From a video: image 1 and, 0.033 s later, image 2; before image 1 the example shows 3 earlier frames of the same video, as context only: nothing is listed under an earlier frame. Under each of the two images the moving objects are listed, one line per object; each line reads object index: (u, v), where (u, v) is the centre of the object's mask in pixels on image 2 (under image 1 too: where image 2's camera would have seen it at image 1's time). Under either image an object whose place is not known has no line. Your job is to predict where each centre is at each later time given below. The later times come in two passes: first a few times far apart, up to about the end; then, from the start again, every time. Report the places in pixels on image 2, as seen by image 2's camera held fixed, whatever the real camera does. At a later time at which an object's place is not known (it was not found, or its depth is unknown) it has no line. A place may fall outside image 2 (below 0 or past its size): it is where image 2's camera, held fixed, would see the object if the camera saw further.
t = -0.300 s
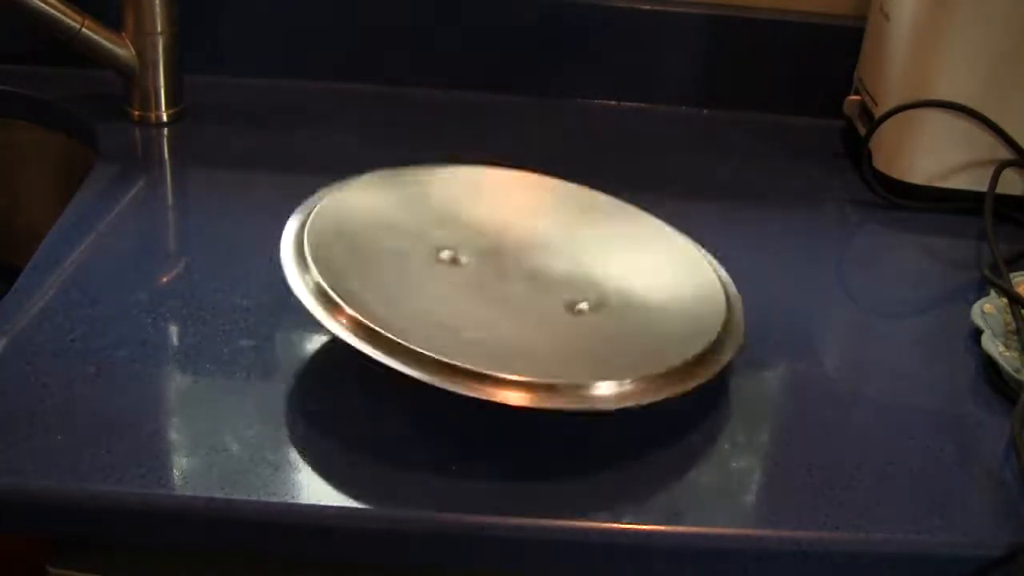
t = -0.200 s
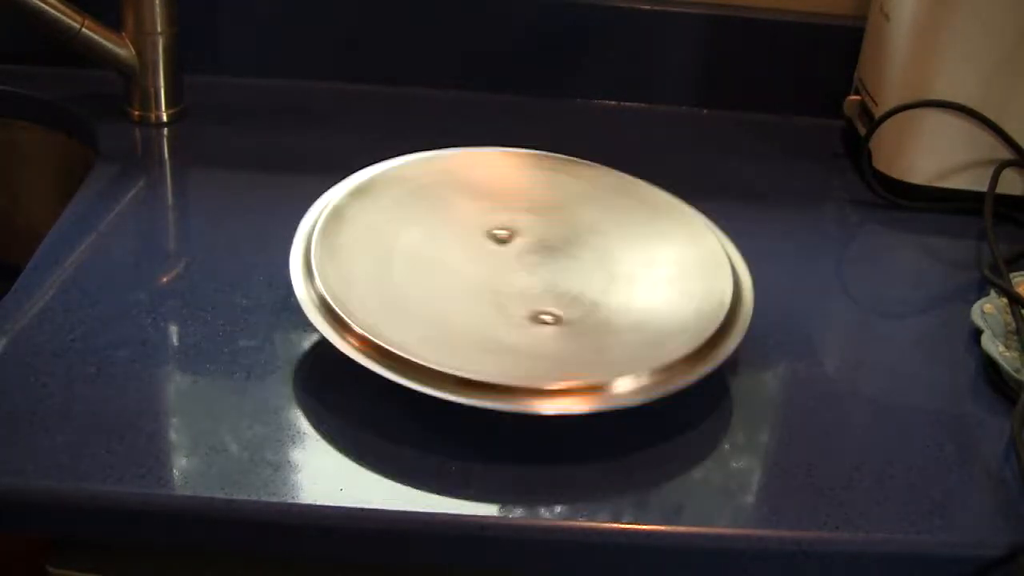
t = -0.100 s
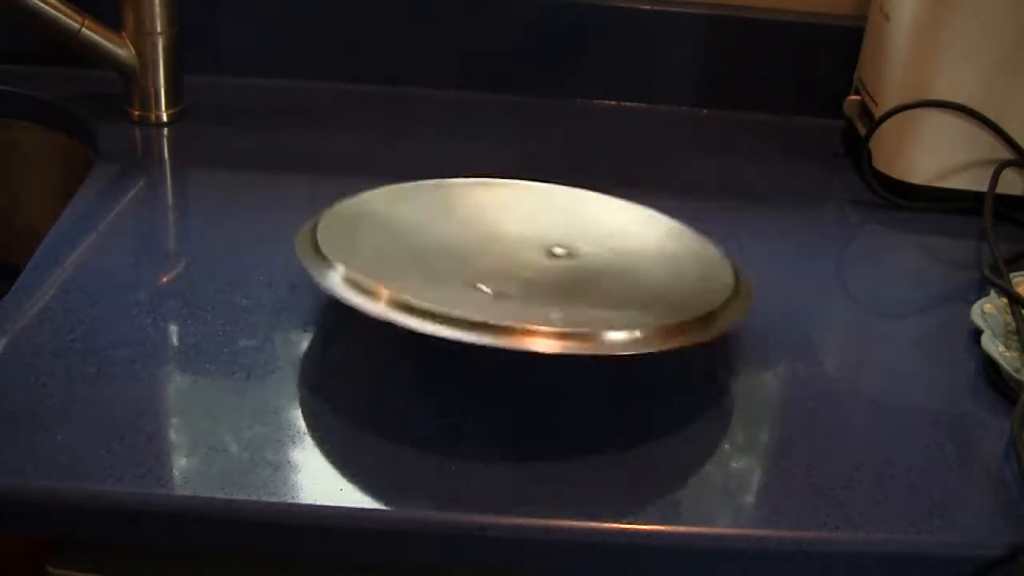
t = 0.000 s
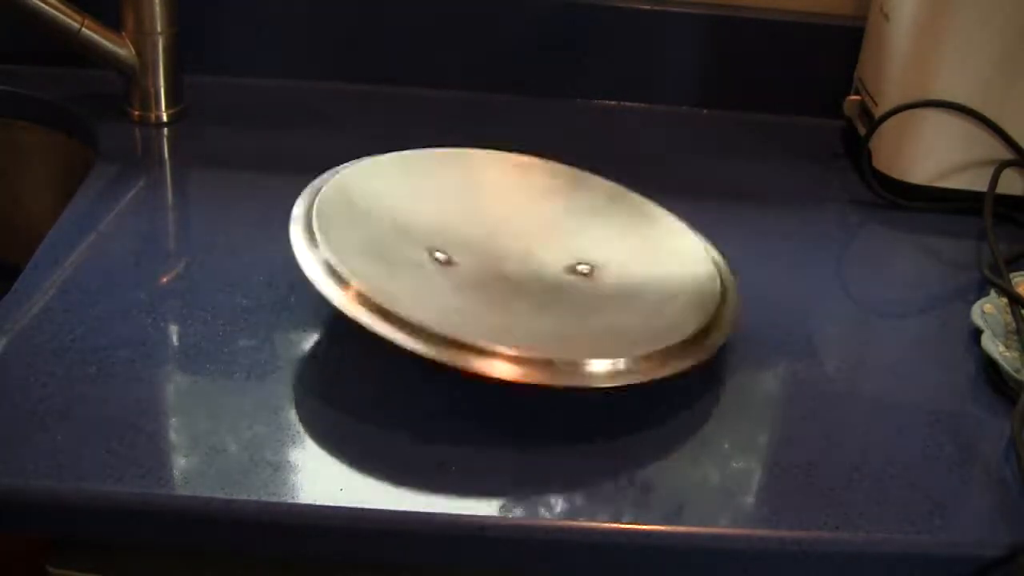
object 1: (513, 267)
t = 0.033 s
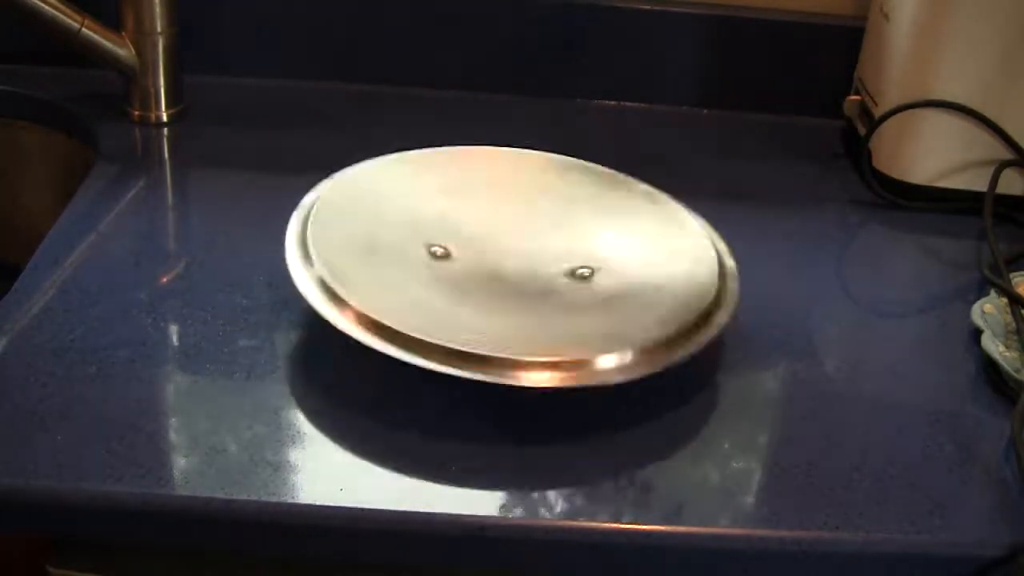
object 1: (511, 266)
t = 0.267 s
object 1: (482, 270)
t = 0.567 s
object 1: (495, 284)
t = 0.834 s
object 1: (512, 271)
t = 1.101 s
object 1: (483, 265)
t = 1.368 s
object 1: (471, 279)
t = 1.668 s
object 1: (503, 274)
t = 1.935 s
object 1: (475, 262)
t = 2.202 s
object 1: (458, 282)
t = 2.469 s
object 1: (491, 287)
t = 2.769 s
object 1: (482, 275)
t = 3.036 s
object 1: (479, 282)
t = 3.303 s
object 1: (488, 268)
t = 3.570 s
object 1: (454, 271)
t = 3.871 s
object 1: (461, 281)
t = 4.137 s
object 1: (456, 258)
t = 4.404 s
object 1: (451, 282)
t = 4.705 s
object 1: (453, 266)
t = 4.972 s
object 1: (432, 262)
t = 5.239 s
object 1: (444, 272)
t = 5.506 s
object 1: (440, 262)
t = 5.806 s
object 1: (439, 261)
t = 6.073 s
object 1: (434, 248)
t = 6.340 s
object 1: (429, 267)
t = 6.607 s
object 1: (429, 259)
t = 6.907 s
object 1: (429, 243)
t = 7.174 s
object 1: (434, 264)
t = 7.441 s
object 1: (430, 266)
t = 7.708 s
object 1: (422, 246)
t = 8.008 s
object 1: (440, 254)
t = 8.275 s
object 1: (432, 268)
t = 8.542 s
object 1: (422, 260)
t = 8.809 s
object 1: (433, 245)
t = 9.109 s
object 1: (439, 259)
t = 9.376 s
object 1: (430, 270)
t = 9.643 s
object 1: (424, 259)
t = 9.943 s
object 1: (437, 245)
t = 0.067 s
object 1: (509, 263)
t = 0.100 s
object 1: (505, 259)
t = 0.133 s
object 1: (499, 255)
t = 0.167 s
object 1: (496, 254)
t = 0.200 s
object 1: (491, 259)
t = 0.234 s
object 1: (486, 265)
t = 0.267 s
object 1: (482, 270)
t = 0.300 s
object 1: (481, 272)
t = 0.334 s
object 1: (482, 272)
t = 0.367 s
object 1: (484, 272)
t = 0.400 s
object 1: (486, 272)
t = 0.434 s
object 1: (486, 274)
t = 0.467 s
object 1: (487, 279)
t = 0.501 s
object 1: (488, 283)
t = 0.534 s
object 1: (491, 284)
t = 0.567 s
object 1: (495, 284)
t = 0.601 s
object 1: (500, 283)
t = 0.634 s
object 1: (505, 282)
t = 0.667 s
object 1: (510, 279)
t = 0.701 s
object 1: (512, 276)
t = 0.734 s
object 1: (515, 272)
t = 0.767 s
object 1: (516, 271)
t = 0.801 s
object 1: (515, 271)
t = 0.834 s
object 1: (512, 271)
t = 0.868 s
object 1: (510, 269)
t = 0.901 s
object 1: (509, 265)
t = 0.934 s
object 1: (506, 260)
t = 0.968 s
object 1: (501, 256)
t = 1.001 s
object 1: (498, 256)
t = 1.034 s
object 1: (493, 259)
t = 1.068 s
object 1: (487, 263)
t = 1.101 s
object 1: (483, 265)
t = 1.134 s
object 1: (481, 265)
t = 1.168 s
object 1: (480, 264)
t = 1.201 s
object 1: (477, 263)
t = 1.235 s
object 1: (475, 263)
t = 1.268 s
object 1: (472, 268)
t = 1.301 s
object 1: (469, 274)
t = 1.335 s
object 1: (469, 279)
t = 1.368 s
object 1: (471, 279)
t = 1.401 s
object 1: (475, 279)
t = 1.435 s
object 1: (480, 279)
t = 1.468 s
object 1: (484, 278)
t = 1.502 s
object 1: (488, 277)
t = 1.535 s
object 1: (493, 275)
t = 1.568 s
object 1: (499, 275)
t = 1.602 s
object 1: (501, 274)
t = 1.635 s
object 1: (503, 274)
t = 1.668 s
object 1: (503, 274)
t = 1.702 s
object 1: (504, 272)
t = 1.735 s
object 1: (504, 269)
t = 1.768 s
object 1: (502, 265)
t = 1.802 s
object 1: (498, 260)
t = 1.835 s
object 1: (494, 257)
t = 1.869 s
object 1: (488, 257)
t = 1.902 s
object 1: (482, 259)
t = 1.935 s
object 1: (475, 262)
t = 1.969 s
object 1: (469, 263)
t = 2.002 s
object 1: (465, 263)
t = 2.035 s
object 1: (461, 263)
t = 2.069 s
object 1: (458, 264)
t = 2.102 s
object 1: (456, 269)
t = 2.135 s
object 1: (455, 275)
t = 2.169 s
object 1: (456, 280)
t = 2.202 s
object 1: (458, 282)
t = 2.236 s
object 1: (462, 282)
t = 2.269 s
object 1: (467, 284)
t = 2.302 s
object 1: (472, 285)
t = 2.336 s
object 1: (476, 287)
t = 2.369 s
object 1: (479, 289)
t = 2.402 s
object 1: (484, 289)
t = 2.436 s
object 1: (488, 289)
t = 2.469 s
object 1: (491, 287)
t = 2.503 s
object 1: (495, 285)
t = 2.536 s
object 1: (498, 282)
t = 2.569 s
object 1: (499, 278)
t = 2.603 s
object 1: (497, 273)
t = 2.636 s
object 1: (495, 271)
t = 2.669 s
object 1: (492, 272)
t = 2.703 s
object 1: (488, 274)
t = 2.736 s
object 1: (484, 275)
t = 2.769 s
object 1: (482, 275)
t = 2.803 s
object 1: (481, 274)
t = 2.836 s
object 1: (479, 272)
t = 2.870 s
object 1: (477, 272)
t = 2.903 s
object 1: (476, 274)
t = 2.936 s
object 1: (474, 279)
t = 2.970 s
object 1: (474, 282)
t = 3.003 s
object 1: (476, 283)
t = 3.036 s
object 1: (479, 282)
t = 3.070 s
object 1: (482, 281)
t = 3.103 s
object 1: (486, 279)
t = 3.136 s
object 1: (488, 276)
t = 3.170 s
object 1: (490, 273)
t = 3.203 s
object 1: (492, 270)
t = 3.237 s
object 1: (492, 268)
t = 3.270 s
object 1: (490, 268)
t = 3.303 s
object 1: (488, 268)
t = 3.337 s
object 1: (485, 267)
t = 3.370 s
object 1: (481, 265)
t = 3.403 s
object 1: (476, 264)
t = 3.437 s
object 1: (470, 265)
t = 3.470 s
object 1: (465, 266)
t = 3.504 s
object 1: (460, 268)
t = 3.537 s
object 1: (456, 270)
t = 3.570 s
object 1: (454, 271)
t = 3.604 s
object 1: (454, 272)
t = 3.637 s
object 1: (455, 273)
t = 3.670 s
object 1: (456, 275)
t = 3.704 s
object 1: (456, 279)
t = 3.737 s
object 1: (456, 282)
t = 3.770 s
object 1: (456, 284)
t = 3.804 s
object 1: (457, 284)
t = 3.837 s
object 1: (459, 283)
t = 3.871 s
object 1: (461, 281)
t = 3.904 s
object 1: (462, 278)
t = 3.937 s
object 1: (460, 273)
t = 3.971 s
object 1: (459, 268)
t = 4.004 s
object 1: (455, 263)
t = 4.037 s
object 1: (456, 260)
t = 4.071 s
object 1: (456, 258)
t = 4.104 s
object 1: (455, 258)
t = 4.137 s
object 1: (456, 258)
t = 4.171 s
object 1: (456, 259)
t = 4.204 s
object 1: (454, 262)
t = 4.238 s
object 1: (452, 266)
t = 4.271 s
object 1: (450, 272)
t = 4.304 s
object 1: (448, 277)
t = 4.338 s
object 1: (447, 280)
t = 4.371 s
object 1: (448, 282)
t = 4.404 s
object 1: (451, 282)
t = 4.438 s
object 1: (454, 282)
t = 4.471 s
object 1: (457, 281)
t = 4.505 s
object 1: (459, 278)
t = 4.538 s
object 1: (460, 275)
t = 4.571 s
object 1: (459, 272)
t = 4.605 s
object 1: (458, 270)
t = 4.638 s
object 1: (457, 269)
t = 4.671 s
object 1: (455, 267)
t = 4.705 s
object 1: (453, 266)
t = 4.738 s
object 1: (450, 264)
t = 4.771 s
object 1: (446, 263)
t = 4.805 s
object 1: (440, 262)
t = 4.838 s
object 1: (436, 263)
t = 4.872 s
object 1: (434, 263)
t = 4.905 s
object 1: (433, 263)
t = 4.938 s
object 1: (432, 263)
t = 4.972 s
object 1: (432, 262)
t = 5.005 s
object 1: (432, 262)
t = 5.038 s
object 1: (434, 263)
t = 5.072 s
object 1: (436, 264)
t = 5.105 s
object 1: (438, 266)
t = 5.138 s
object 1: (439, 269)
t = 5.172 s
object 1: (441, 271)
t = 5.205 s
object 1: (442, 272)
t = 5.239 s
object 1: (444, 272)
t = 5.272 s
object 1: (445, 272)
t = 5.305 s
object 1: (445, 271)
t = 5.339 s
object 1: (445, 270)
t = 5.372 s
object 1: (443, 269)
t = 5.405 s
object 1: (442, 268)
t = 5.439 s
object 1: (441, 267)
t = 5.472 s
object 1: (440, 265)
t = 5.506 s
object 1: (440, 262)
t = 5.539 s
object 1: (437, 259)
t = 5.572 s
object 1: (435, 258)
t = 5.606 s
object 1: (435, 258)
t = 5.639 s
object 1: (435, 260)
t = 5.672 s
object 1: (435, 261)
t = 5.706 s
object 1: (436, 262)
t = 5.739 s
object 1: (437, 263)
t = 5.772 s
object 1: (437, 262)
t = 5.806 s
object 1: (439, 261)
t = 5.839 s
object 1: (440, 259)
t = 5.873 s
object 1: (439, 256)
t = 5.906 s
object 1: (438, 253)
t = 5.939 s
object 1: (437, 251)
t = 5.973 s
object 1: (436, 250)
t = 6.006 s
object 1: (435, 249)
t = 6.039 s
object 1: (434, 248)
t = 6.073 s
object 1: (434, 248)
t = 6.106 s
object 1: (433, 248)
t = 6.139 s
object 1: (432, 251)
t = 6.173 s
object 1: (431, 254)
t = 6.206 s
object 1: (429, 257)
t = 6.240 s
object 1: (429, 260)
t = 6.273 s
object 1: (428, 263)
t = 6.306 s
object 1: (428, 265)
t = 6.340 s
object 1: (429, 267)
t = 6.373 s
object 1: (429, 268)
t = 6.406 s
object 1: (430, 269)
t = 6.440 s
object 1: (430, 269)
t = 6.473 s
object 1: (429, 269)
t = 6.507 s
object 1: (430, 268)
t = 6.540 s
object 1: (430, 266)
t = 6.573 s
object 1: (430, 263)
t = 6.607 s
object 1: (429, 259)
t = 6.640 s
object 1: (429, 255)
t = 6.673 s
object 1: (429, 251)
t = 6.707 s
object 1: (428, 247)
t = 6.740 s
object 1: (427, 245)
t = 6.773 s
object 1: (426, 243)
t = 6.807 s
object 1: (427, 243)
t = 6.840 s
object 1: (428, 243)
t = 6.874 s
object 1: (428, 243)
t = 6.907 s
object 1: (429, 243)
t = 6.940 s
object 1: (431, 245)
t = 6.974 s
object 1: (431, 247)
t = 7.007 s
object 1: (430, 250)
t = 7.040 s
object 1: (430, 253)
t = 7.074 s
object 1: (431, 257)
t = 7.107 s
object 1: (431, 260)
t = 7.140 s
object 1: (432, 262)
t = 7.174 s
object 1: (434, 264)
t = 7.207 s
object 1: (435, 266)
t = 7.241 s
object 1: (435, 268)
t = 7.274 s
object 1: (435, 269)
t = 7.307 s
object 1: (434, 269)
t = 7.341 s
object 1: (433, 269)
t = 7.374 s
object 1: (432, 268)
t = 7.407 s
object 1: (431, 267)
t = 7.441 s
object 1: (430, 266)
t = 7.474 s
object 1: (428, 264)
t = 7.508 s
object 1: (426, 262)
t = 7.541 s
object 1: (424, 259)
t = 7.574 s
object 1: (422, 256)
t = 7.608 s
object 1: (420, 253)
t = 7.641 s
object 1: (420, 251)
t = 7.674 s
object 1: (421, 248)
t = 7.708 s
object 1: (422, 246)
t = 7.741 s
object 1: (422, 245)
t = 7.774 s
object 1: (426, 244)
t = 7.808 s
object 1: (430, 245)
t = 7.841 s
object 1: (433, 245)
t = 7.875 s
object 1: (436, 246)
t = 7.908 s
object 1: (439, 247)
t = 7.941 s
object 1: (438, 249)
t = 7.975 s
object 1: (439, 251)
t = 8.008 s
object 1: (440, 254)
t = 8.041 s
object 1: (440, 256)
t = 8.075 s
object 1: (440, 259)
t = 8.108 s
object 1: (440, 261)
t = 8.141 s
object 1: (439, 263)
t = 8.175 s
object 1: (437, 264)
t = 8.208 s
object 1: (436, 266)
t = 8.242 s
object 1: (434, 267)
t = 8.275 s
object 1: (432, 268)
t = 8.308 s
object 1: (431, 268)
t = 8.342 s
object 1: (430, 268)
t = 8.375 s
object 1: (429, 268)
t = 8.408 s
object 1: (427, 267)
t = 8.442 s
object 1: (426, 266)
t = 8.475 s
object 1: (424, 264)
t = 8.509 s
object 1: (423, 262)
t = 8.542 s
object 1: (422, 260)
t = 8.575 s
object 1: (421, 258)
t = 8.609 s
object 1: (421, 255)
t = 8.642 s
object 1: (421, 252)
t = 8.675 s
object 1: (423, 250)
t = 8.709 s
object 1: (425, 247)
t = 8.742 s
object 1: (424, 246)
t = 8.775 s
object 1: (427, 245)
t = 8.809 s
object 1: (433, 245)
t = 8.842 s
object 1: (436, 245)
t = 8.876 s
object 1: (438, 246)
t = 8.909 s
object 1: (441, 246)
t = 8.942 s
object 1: (440, 247)
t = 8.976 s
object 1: (440, 249)
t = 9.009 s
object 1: (440, 251)
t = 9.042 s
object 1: (440, 254)
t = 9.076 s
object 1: (439, 256)
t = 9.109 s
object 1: (439, 259)
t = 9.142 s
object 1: (438, 261)
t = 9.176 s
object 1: (436, 264)
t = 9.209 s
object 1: (435, 265)
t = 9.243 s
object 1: (434, 267)
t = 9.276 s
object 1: (433, 268)
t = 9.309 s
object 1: (432, 269)
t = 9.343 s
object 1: (431, 270)
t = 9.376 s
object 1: (430, 270)
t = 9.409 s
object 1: (429, 270)
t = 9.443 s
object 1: (428, 269)
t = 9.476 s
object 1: (427, 268)
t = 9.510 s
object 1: (427, 267)
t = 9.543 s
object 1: (426, 266)
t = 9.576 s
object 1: (425, 264)
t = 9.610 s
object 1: (424, 261)
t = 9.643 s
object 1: (424, 259)
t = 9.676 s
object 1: (424, 256)
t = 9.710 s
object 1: (424, 253)
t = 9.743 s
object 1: (426, 250)
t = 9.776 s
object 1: (427, 247)
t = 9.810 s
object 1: (427, 245)
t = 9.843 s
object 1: (429, 245)
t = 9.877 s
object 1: (433, 244)
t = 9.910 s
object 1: (435, 245)
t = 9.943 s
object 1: (437, 245)
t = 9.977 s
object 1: (439, 245)
